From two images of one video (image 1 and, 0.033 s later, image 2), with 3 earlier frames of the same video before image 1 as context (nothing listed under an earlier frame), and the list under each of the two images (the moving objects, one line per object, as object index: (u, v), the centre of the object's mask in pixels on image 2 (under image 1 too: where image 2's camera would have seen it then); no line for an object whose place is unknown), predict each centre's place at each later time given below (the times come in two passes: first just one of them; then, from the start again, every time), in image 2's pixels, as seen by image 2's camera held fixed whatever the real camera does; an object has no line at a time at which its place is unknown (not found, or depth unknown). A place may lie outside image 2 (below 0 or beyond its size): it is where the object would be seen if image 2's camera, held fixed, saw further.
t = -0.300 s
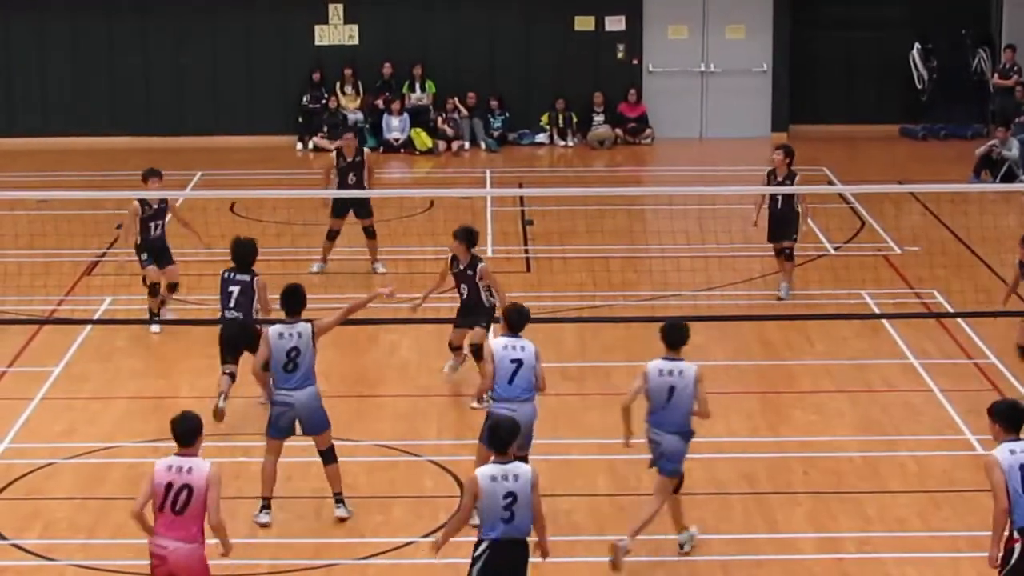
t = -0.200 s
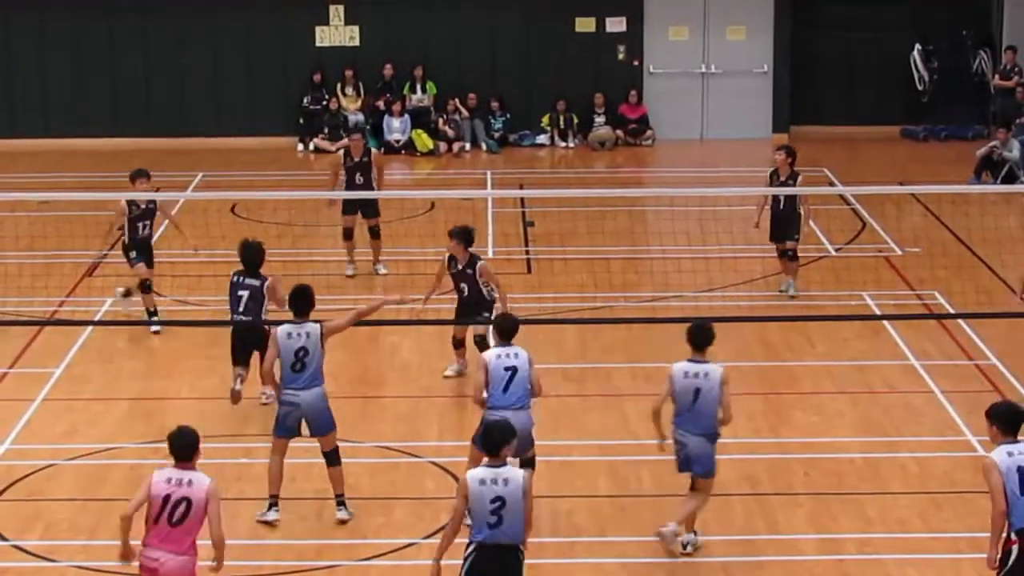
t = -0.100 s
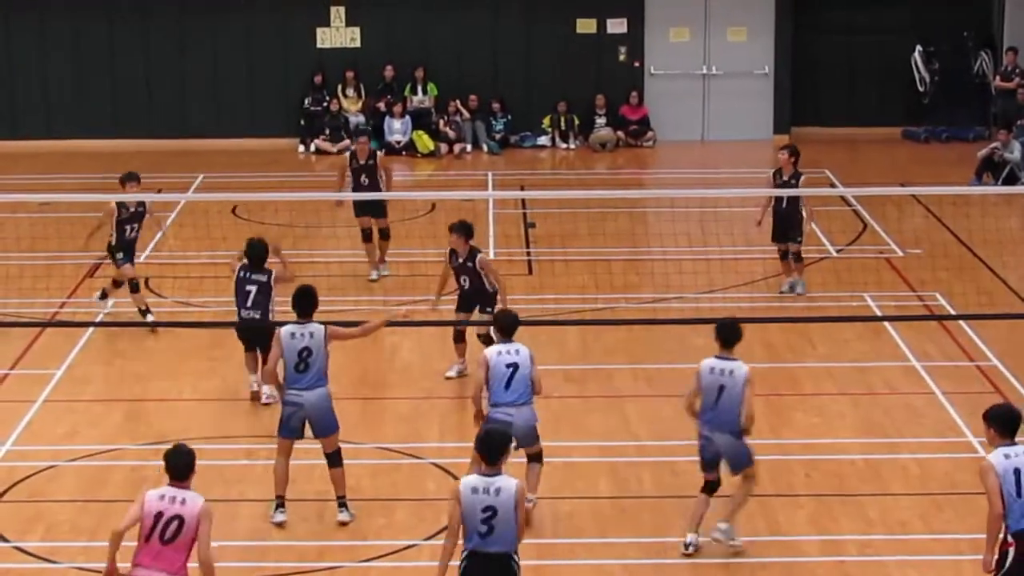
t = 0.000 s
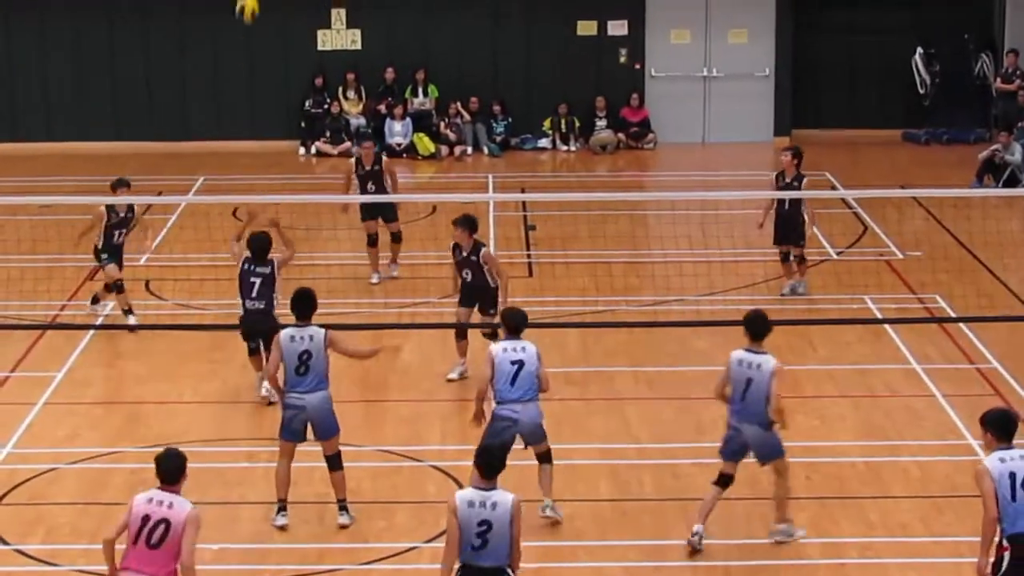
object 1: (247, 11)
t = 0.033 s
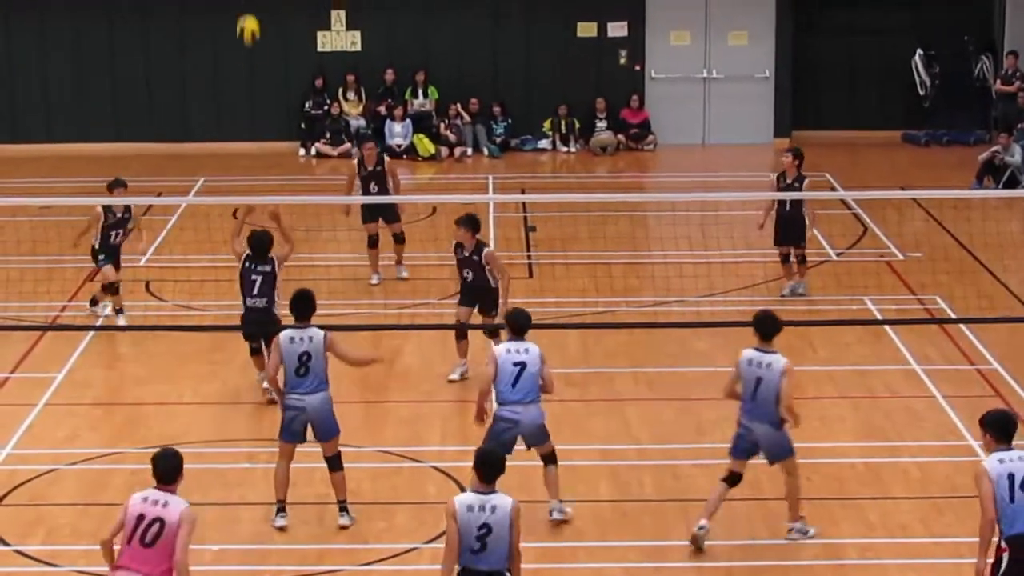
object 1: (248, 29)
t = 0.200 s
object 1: (257, 147)
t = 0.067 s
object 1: (249, 51)
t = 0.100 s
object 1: (249, 73)
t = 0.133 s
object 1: (247, 98)
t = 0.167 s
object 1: (250, 123)
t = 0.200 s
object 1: (257, 147)
